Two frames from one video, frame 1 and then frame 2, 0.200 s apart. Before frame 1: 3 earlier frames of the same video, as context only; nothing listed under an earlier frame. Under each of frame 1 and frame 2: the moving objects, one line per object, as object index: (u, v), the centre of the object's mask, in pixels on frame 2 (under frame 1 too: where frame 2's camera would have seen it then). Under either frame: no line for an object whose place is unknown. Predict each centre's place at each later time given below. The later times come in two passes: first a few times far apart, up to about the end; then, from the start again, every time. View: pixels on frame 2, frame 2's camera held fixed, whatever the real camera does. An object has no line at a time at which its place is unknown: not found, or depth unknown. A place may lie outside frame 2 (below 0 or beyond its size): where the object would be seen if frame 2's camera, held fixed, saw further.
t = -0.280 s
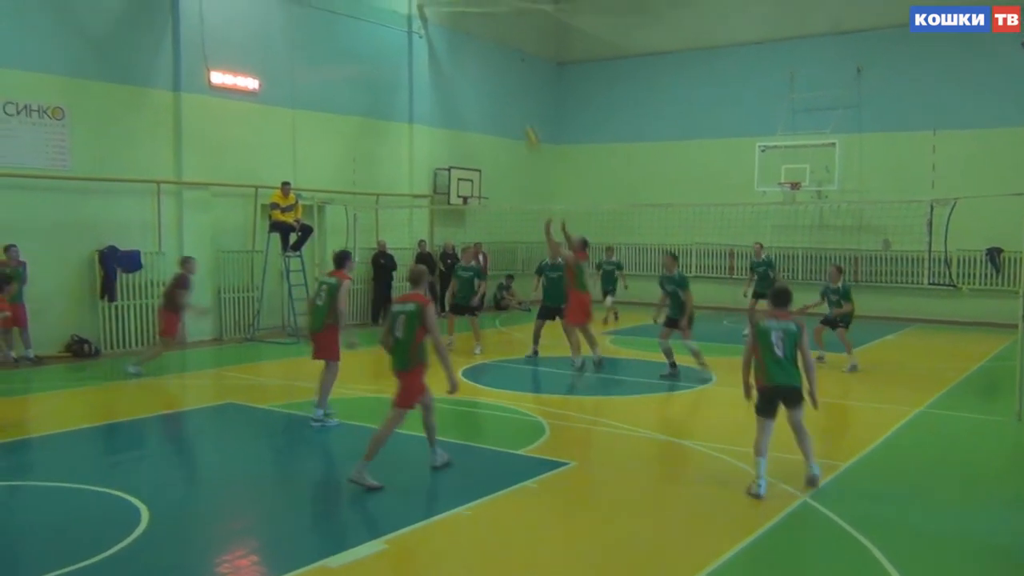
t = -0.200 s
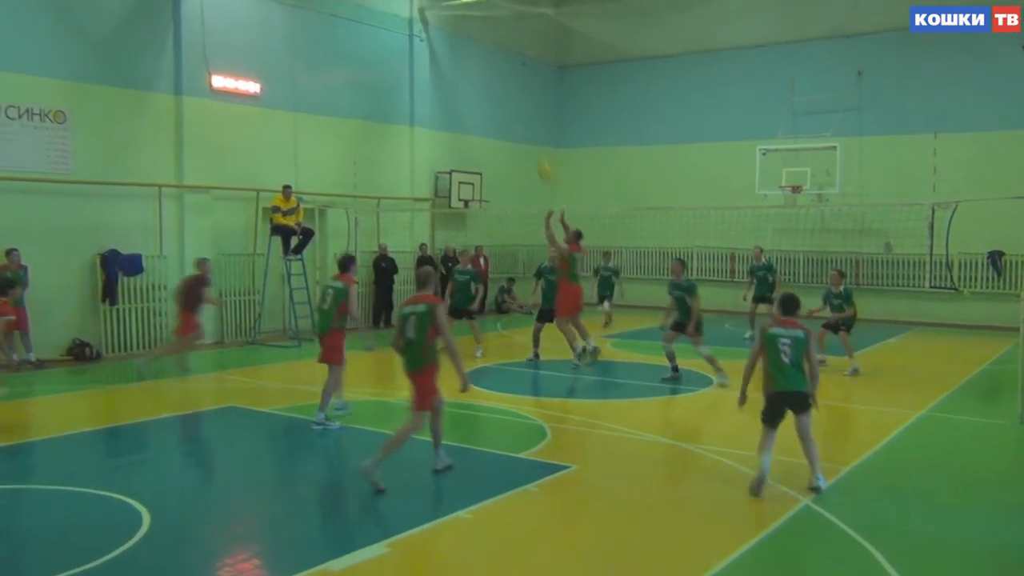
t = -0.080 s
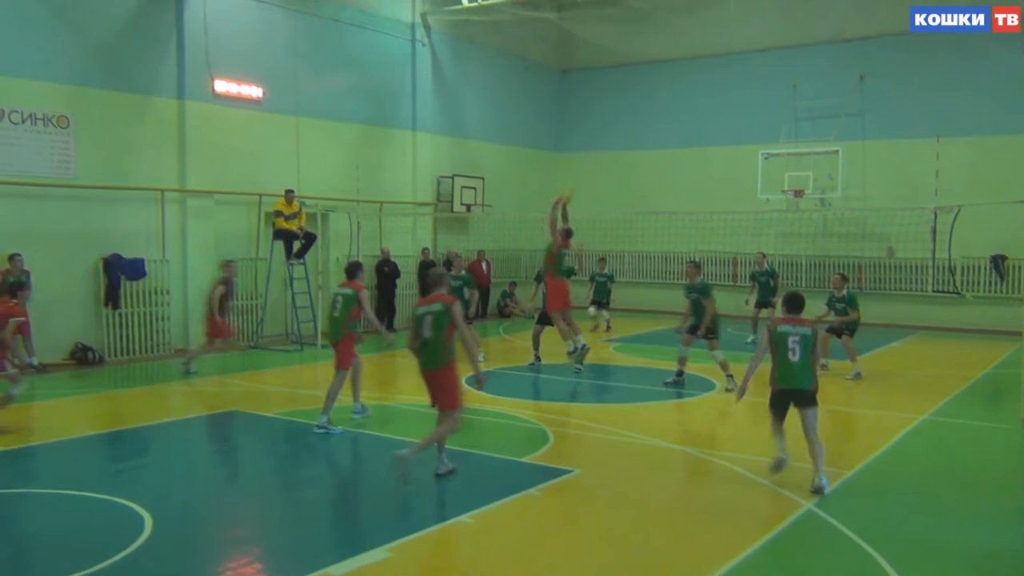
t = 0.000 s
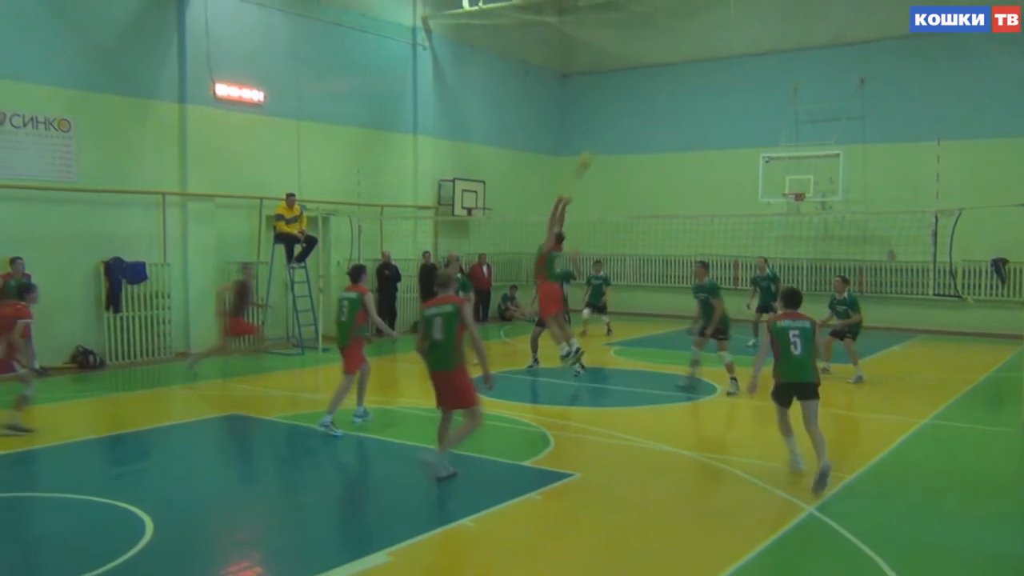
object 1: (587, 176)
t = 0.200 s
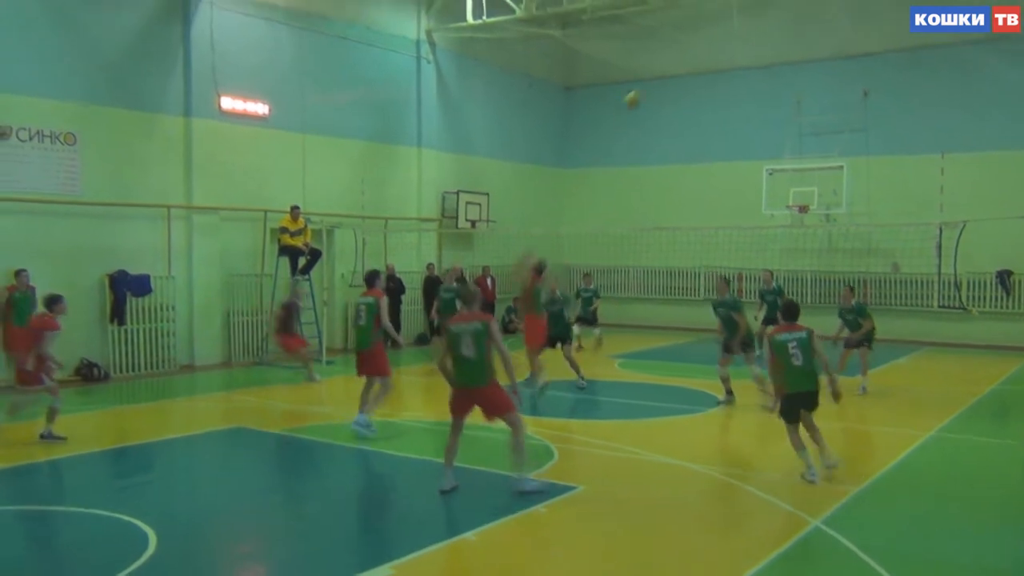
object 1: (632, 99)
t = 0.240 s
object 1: (640, 89)
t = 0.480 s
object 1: (698, 47)
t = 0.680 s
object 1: (745, 46)
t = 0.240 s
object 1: (640, 89)
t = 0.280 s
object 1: (650, 79)
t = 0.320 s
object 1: (660, 70)
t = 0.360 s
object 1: (670, 62)
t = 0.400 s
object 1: (680, 56)
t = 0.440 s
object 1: (688, 51)
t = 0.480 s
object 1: (698, 47)
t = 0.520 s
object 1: (707, 44)
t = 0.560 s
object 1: (717, 42)
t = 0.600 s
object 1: (726, 43)
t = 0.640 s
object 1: (736, 44)
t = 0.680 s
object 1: (745, 46)
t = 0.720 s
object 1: (755, 51)
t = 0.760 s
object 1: (765, 56)
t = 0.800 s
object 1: (775, 62)
